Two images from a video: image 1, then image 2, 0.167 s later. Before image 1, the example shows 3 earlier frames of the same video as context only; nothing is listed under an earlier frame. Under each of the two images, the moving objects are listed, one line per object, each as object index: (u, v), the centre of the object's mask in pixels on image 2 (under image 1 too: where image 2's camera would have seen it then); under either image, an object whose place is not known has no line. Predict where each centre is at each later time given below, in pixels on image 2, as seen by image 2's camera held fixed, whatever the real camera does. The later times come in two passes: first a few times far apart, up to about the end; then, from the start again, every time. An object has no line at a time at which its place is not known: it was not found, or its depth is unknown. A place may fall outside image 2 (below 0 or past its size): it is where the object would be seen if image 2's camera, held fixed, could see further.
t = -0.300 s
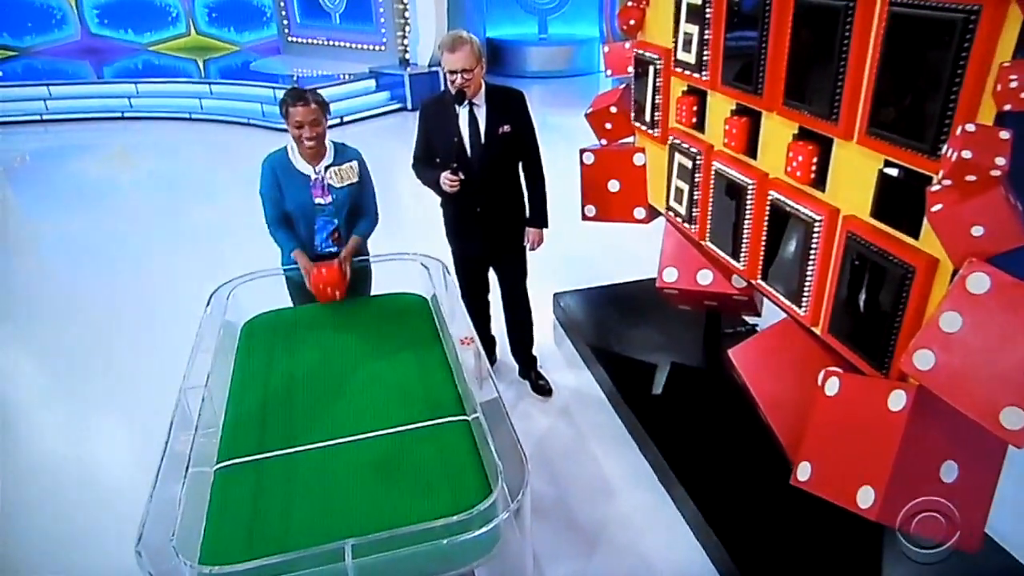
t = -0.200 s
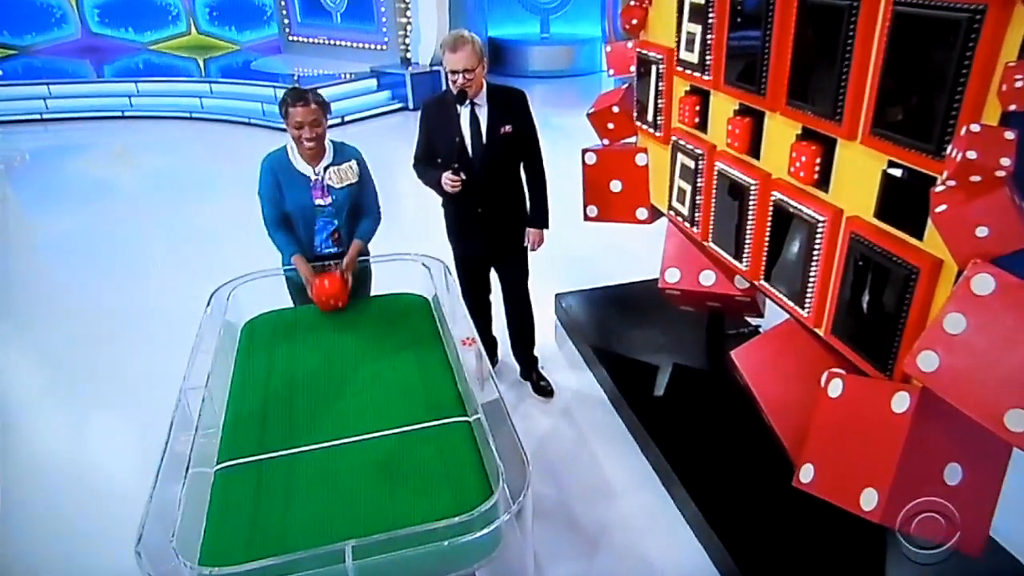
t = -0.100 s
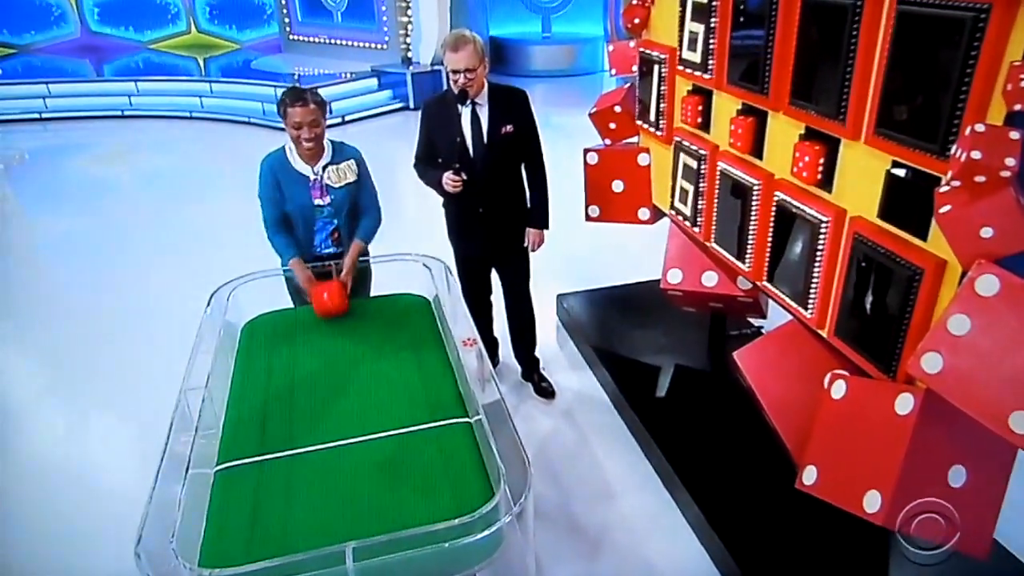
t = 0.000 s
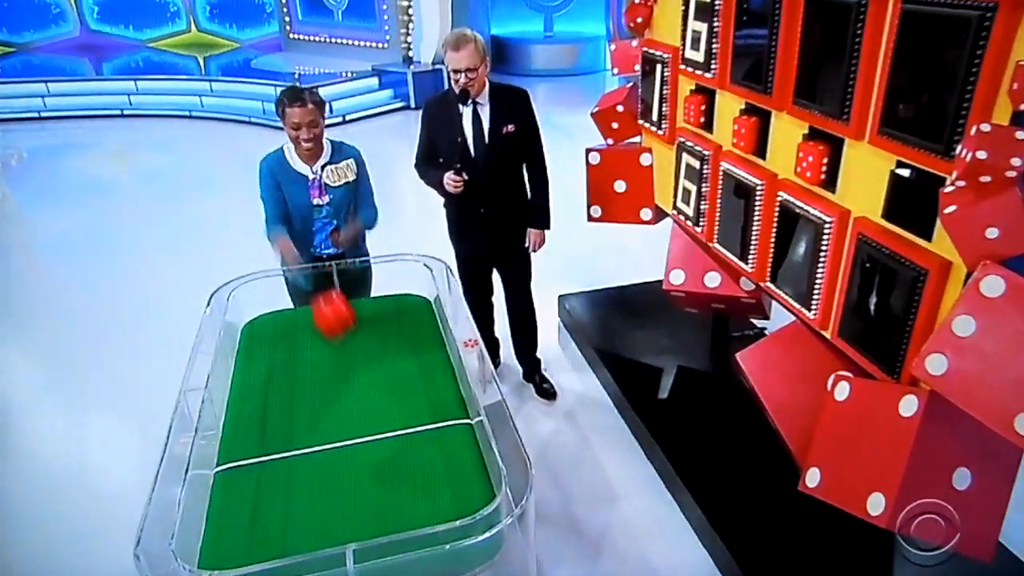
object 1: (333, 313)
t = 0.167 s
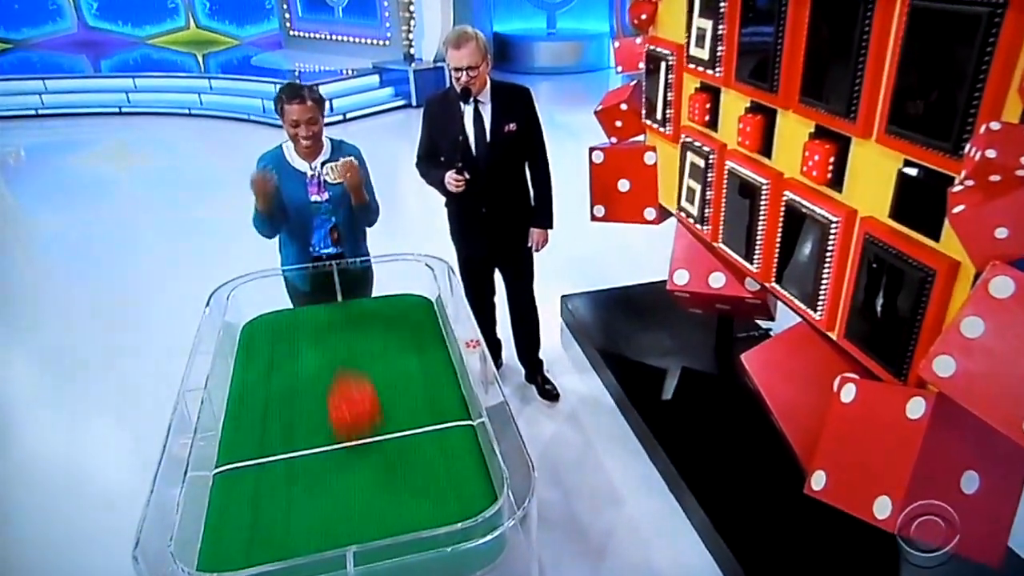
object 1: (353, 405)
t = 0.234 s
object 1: (355, 429)
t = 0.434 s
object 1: (354, 512)
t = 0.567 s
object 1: (347, 516)
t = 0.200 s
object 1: (356, 422)
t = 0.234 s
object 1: (355, 429)
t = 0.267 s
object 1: (353, 441)
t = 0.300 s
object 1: (354, 454)
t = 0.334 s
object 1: (354, 476)
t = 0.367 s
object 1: (355, 494)
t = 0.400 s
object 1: (355, 508)
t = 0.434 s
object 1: (354, 512)
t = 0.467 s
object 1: (354, 517)
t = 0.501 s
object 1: (351, 516)
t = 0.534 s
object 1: (349, 515)
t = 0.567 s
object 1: (347, 516)
